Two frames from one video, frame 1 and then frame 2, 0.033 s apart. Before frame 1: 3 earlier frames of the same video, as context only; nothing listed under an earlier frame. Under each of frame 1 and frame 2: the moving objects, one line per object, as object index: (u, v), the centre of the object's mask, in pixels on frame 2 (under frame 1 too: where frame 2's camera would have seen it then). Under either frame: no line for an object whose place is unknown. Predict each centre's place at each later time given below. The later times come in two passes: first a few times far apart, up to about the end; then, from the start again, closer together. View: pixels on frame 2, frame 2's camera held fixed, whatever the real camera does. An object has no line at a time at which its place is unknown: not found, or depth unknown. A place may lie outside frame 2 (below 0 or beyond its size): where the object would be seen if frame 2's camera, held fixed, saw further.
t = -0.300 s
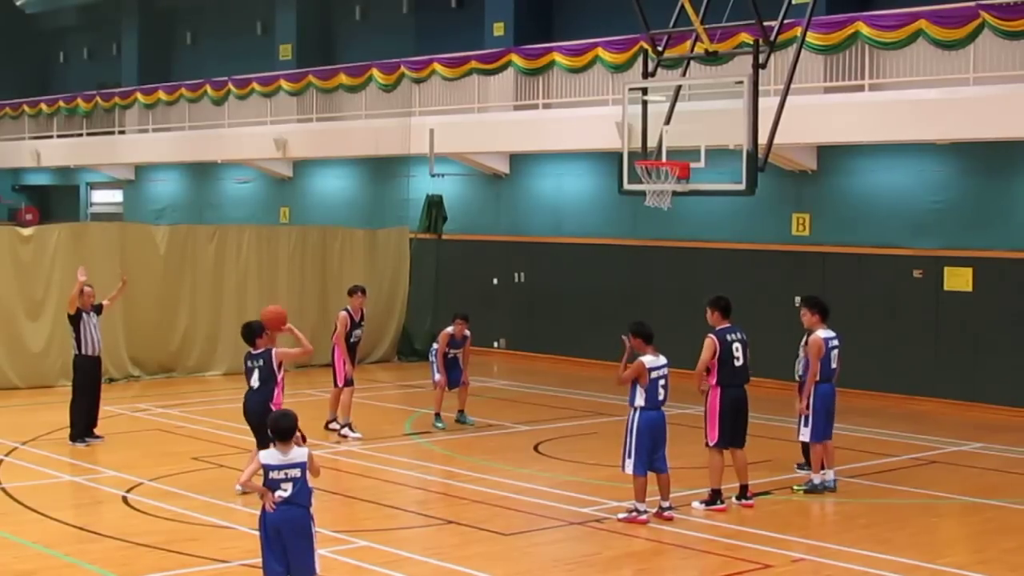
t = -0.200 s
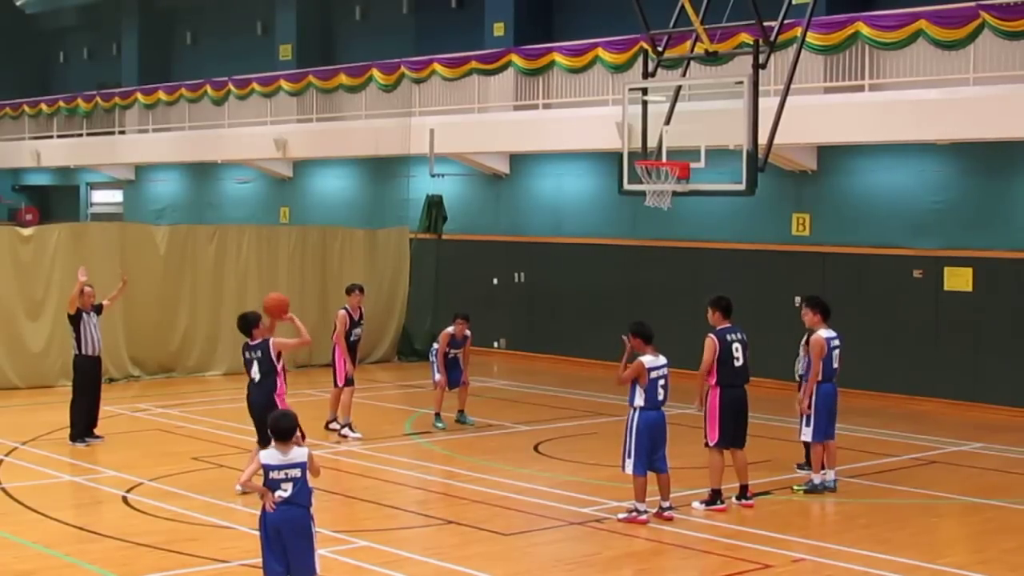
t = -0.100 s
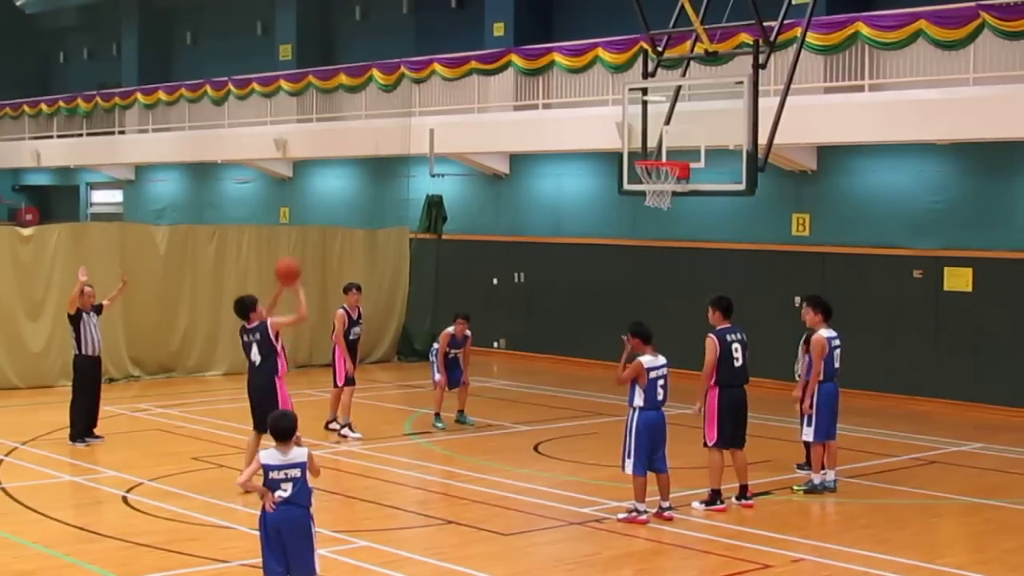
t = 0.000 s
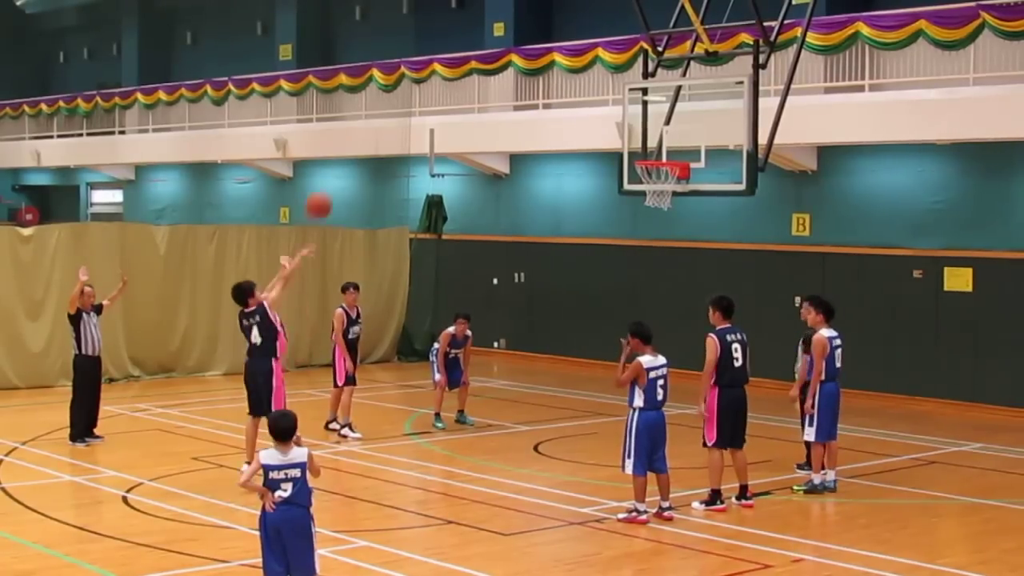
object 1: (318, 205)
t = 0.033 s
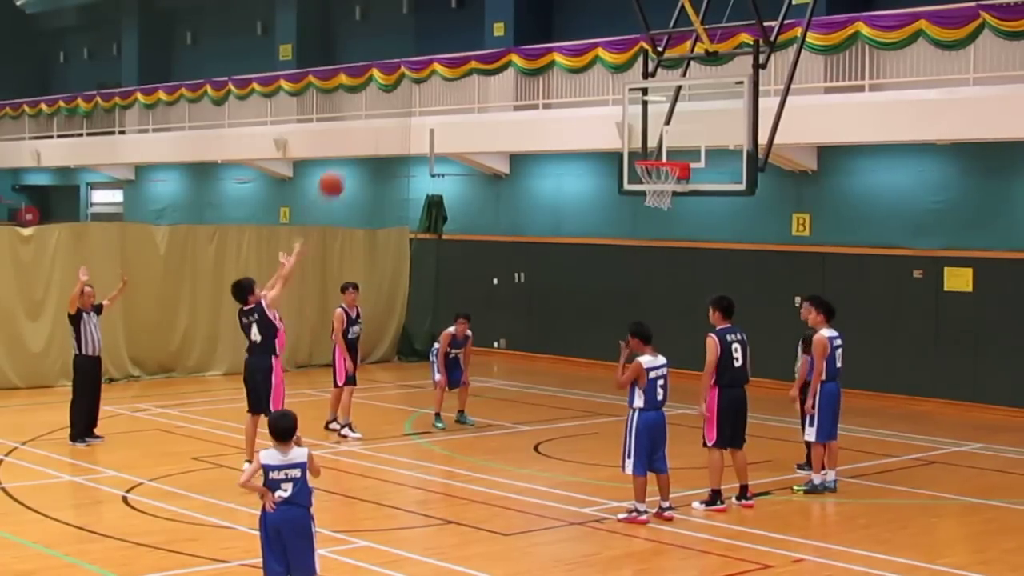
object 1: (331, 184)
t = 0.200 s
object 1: (389, 101)
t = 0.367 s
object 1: (444, 49)
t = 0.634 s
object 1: (524, 30)
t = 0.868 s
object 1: (590, 69)
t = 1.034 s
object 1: (631, 126)
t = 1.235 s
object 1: (671, 198)
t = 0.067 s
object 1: (343, 165)
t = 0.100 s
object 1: (355, 147)
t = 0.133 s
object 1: (367, 130)
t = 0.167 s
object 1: (378, 116)
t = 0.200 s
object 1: (389, 101)
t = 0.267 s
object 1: (412, 77)
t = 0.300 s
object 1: (422, 66)
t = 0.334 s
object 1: (433, 57)
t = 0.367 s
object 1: (444, 49)
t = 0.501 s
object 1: (485, 30)
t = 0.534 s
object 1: (495, 27)
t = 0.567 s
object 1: (505, 27)
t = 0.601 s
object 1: (515, 28)
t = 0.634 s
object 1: (524, 30)
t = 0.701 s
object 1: (543, 35)
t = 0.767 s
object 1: (562, 44)
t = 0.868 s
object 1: (590, 69)
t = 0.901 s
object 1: (598, 78)
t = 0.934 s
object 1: (606, 88)
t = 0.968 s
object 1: (615, 100)
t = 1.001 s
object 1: (623, 112)
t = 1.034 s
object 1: (631, 126)
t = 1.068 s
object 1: (640, 139)
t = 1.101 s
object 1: (648, 153)
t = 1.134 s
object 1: (653, 170)
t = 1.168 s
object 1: (663, 184)
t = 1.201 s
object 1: (668, 192)
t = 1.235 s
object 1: (671, 198)
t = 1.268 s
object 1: (675, 205)
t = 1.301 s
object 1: (678, 213)
